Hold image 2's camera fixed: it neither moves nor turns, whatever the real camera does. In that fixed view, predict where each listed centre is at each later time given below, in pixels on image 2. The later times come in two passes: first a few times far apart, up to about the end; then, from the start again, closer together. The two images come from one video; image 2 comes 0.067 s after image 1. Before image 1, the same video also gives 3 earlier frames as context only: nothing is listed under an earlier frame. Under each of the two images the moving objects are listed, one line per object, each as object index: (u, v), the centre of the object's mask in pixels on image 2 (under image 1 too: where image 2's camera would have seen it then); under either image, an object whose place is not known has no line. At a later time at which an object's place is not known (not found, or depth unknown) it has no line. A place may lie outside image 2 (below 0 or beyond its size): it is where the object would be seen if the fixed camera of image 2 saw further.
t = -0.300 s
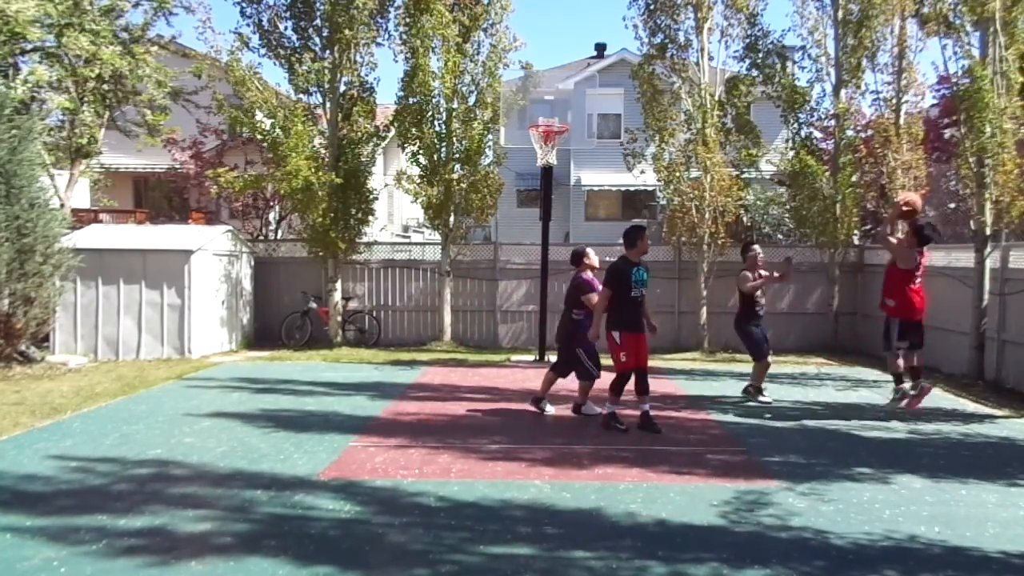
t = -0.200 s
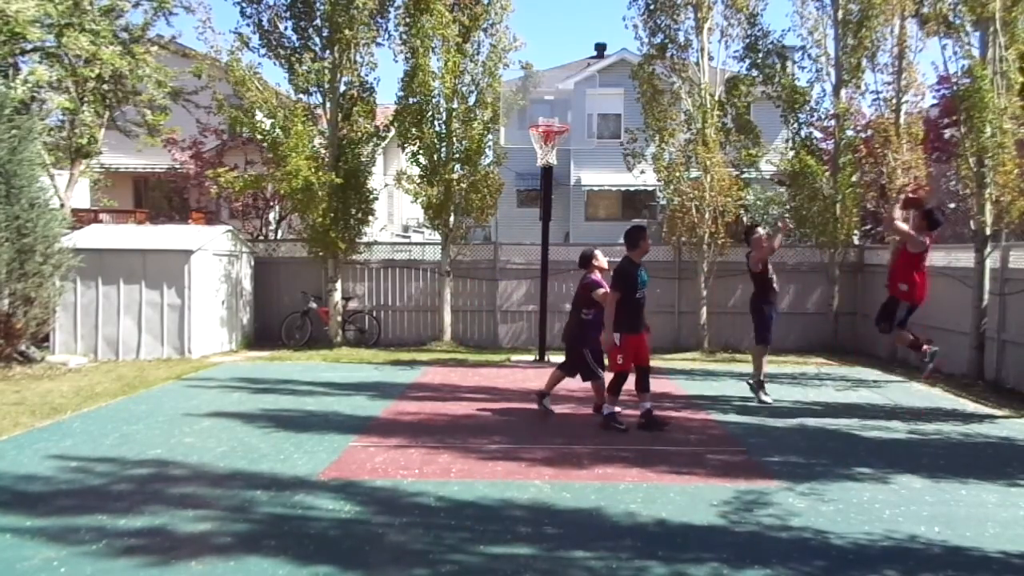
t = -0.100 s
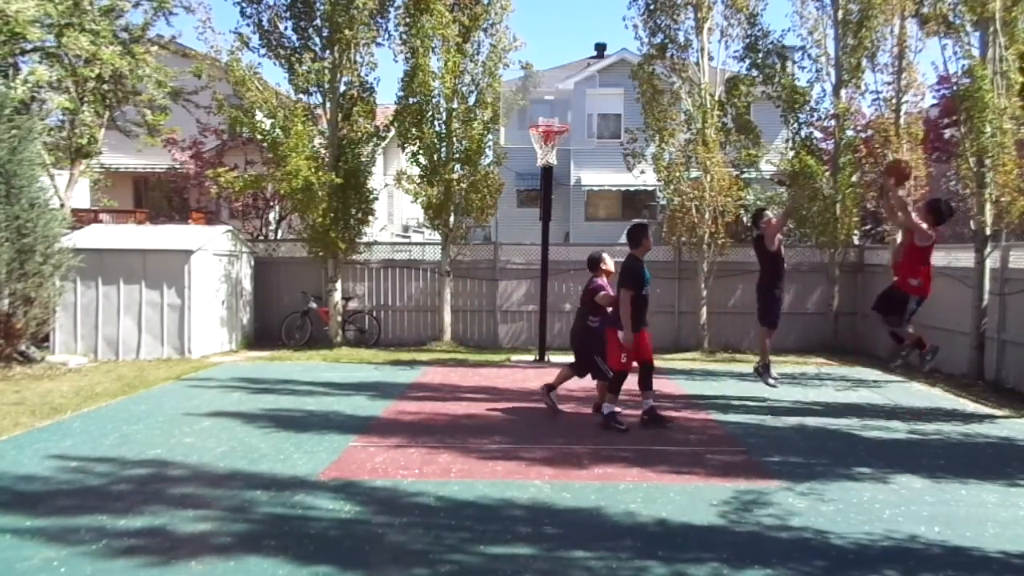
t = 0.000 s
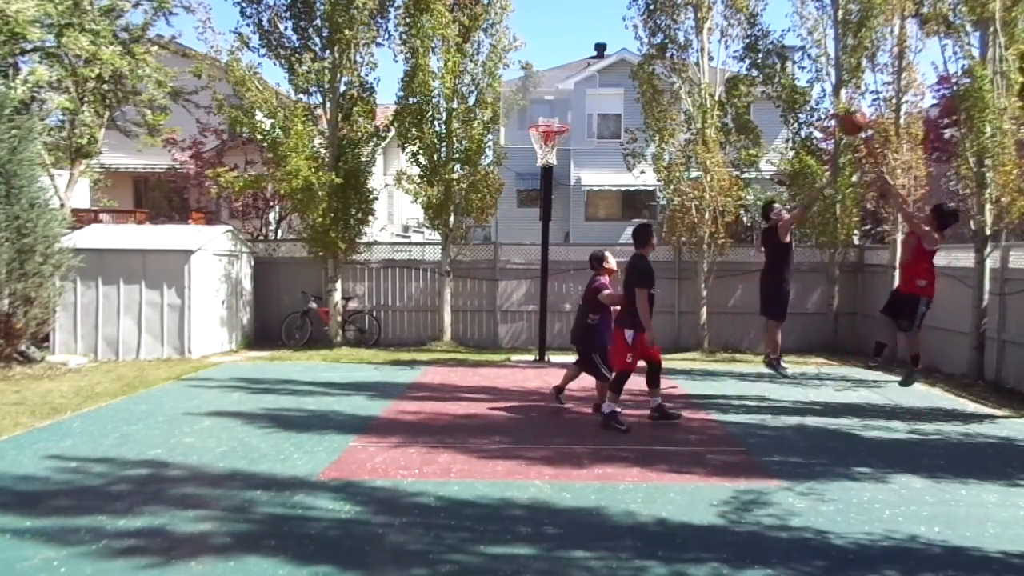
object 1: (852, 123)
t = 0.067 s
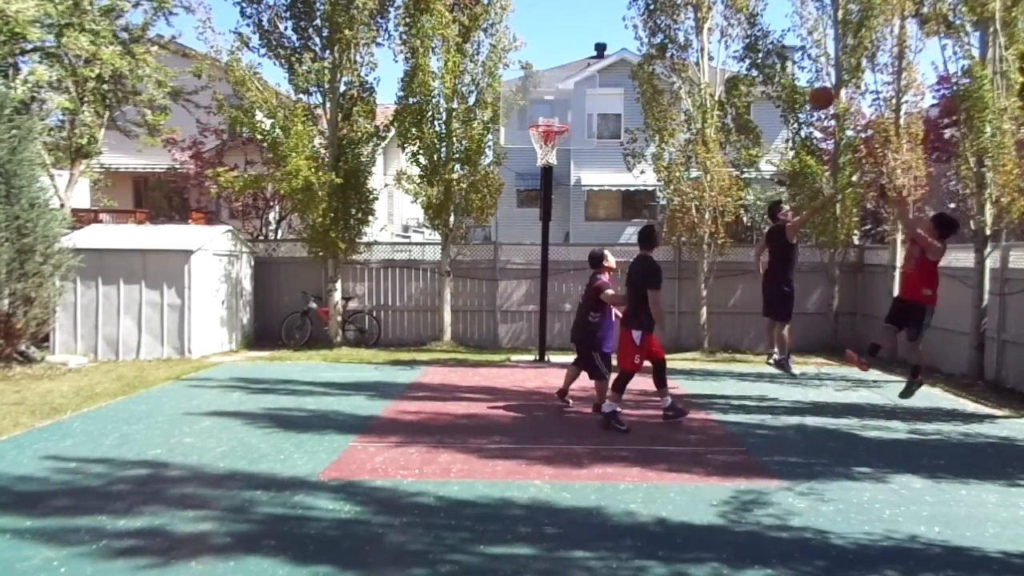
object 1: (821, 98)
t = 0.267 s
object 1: (741, 53)
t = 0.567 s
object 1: (631, 63)
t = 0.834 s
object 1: (556, 113)
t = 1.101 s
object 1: (519, 123)
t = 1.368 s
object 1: (490, 157)
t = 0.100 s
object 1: (807, 87)
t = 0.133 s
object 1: (792, 78)
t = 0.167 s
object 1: (780, 70)
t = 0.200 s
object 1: (767, 63)
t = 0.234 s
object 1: (753, 58)
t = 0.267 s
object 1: (741, 53)
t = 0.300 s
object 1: (727, 50)
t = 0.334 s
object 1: (713, 49)
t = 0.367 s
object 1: (700, 48)
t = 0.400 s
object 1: (689, 48)
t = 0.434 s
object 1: (677, 49)
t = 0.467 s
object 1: (665, 51)
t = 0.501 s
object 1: (653, 54)
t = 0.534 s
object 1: (643, 58)
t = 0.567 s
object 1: (631, 63)
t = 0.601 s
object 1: (621, 69)
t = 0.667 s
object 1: (599, 83)
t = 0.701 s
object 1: (588, 91)
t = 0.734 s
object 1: (578, 100)
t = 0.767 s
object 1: (569, 109)
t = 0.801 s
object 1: (561, 116)
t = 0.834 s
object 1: (556, 113)
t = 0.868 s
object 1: (551, 112)
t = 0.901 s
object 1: (546, 112)
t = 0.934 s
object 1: (541, 112)
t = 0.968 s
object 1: (536, 113)
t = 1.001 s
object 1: (532, 115)
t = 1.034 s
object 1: (527, 118)
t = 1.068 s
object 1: (523, 122)
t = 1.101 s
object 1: (519, 123)
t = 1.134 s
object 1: (515, 124)
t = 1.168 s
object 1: (512, 126)
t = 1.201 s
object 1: (508, 129)
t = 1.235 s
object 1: (505, 133)
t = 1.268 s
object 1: (501, 138)
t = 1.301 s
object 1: (497, 143)
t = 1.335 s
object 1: (494, 150)
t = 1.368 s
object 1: (490, 157)
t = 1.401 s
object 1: (486, 166)
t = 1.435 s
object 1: (482, 175)
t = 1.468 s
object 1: (479, 185)
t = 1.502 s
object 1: (476, 197)
